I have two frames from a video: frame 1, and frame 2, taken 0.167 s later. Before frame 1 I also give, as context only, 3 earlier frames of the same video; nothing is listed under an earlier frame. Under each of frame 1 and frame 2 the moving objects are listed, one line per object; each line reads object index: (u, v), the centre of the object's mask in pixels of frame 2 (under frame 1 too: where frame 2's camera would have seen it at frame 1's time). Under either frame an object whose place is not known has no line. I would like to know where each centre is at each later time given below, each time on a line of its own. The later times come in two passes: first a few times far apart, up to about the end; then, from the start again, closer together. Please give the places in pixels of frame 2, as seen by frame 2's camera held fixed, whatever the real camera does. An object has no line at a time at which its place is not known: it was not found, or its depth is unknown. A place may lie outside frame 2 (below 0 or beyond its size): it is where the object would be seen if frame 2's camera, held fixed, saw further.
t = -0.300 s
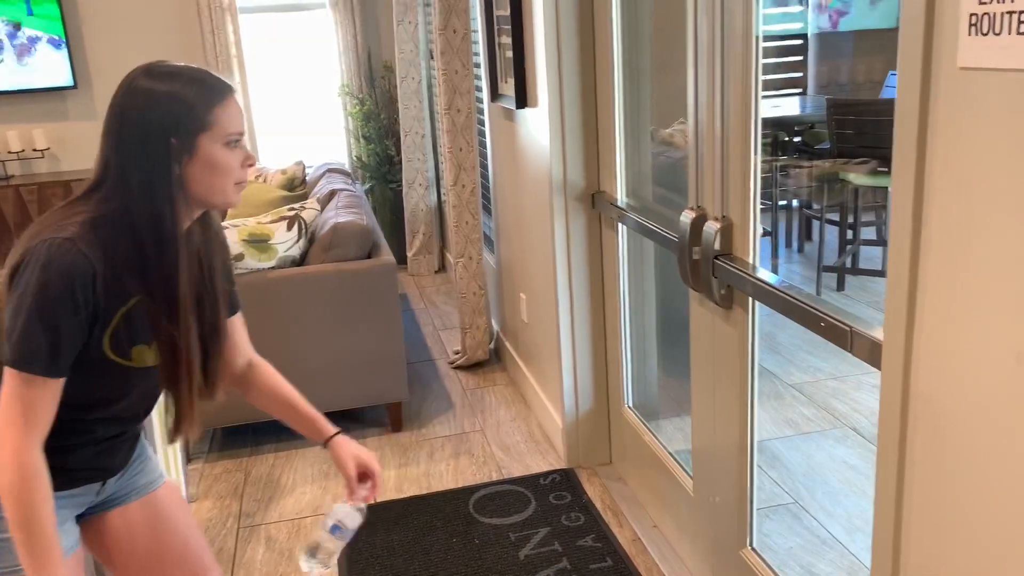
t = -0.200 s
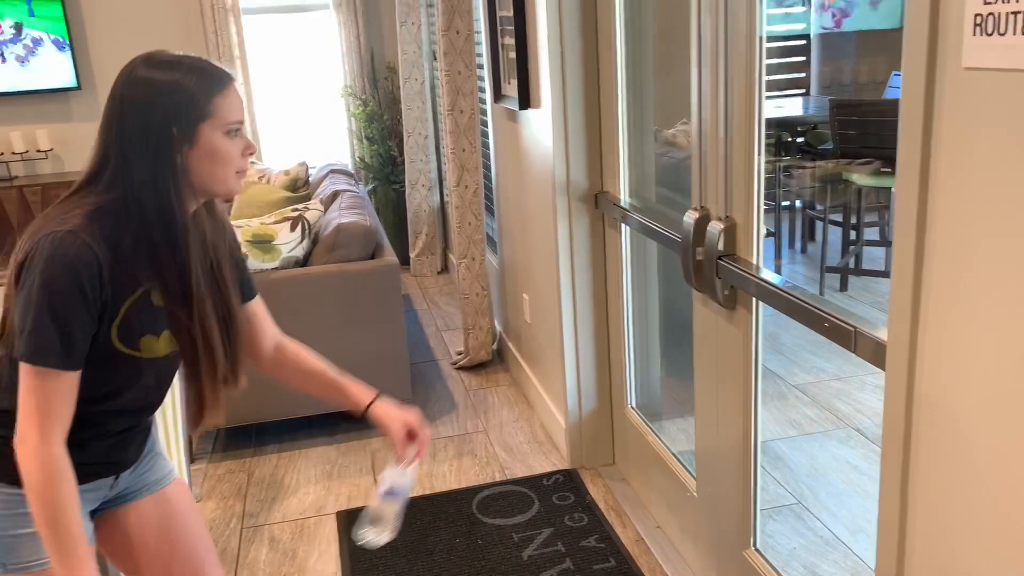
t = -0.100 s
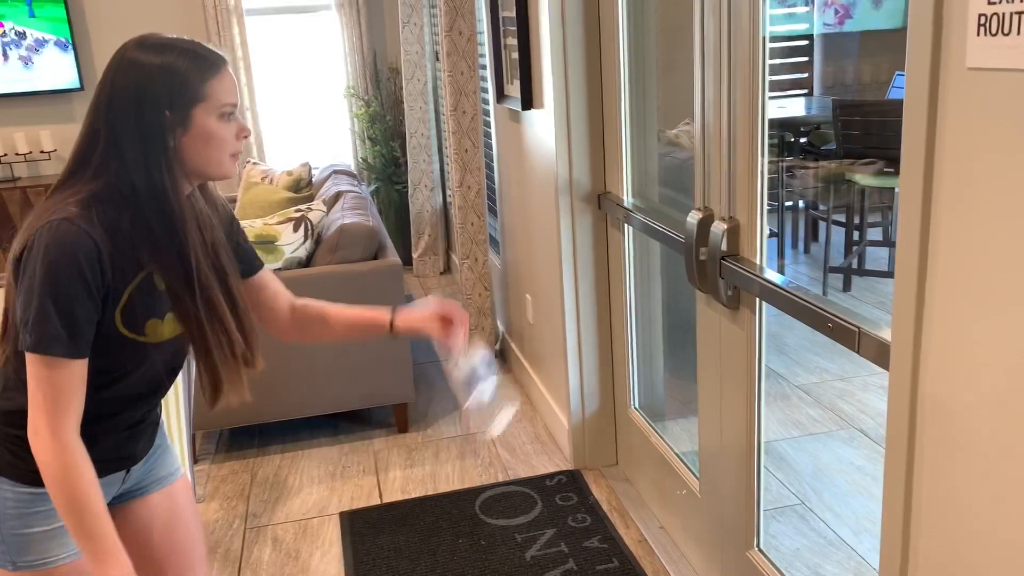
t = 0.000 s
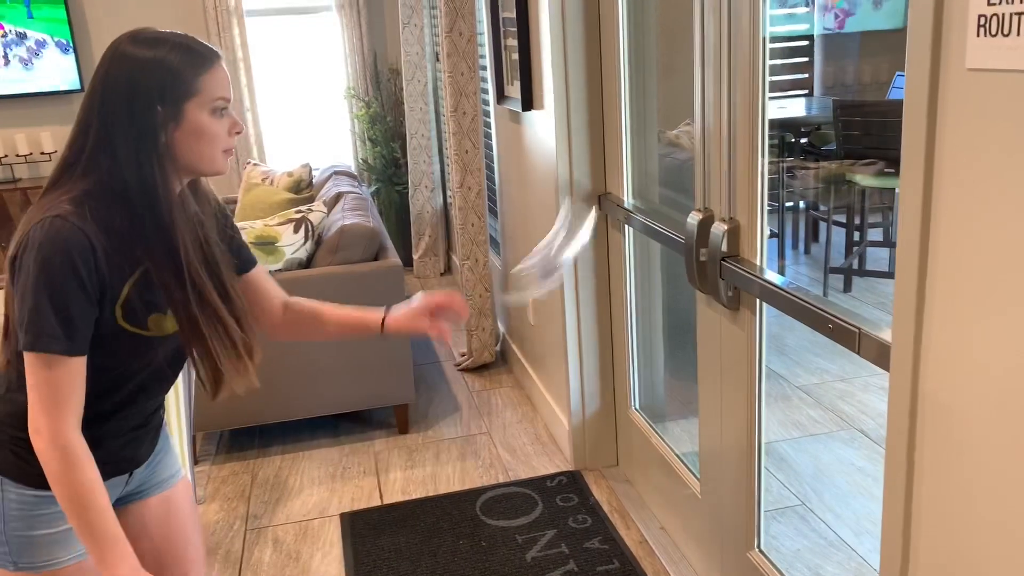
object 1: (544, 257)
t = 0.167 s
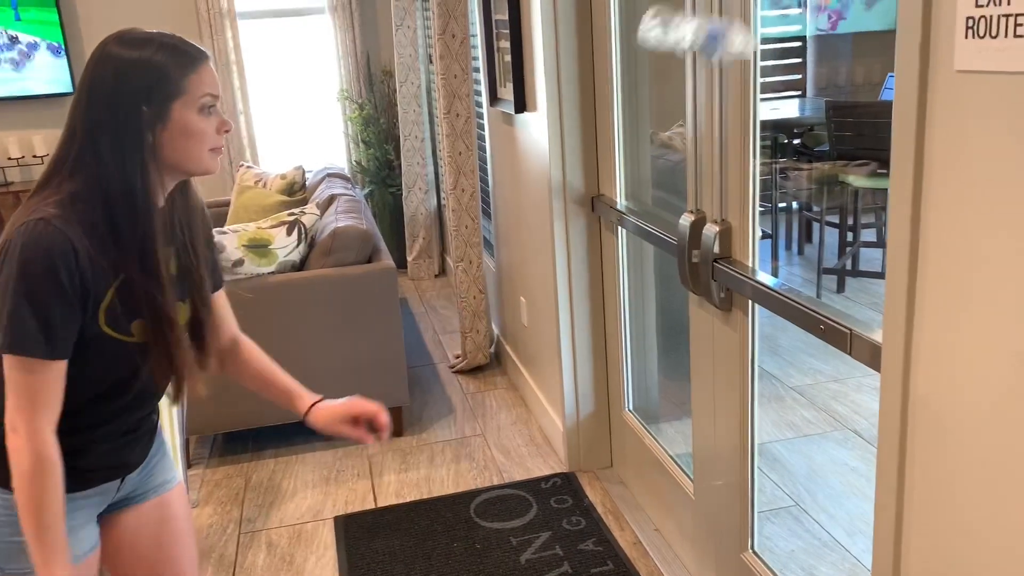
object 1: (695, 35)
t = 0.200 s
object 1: (718, 15)
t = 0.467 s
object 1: (804, 74)
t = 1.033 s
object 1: (705, 499)
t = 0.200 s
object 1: (718, 15)
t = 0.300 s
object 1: (743, 10)
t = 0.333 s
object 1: (758, 15)
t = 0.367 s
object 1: (778, 25)
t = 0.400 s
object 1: (793, 35)
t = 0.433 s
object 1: (805, 47)
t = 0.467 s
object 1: (804, 74)
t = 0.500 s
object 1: (803, 104)
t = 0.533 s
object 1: (800, 144)
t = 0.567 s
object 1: (798, 187)
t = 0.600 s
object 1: (795, 234)
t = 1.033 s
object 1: (705, 499)
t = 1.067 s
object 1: (699, 548)
